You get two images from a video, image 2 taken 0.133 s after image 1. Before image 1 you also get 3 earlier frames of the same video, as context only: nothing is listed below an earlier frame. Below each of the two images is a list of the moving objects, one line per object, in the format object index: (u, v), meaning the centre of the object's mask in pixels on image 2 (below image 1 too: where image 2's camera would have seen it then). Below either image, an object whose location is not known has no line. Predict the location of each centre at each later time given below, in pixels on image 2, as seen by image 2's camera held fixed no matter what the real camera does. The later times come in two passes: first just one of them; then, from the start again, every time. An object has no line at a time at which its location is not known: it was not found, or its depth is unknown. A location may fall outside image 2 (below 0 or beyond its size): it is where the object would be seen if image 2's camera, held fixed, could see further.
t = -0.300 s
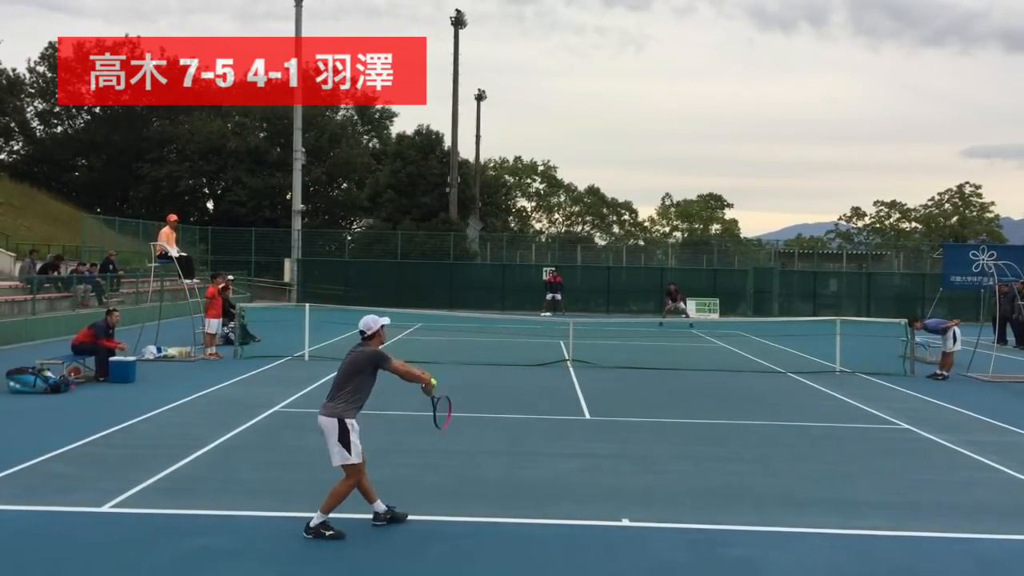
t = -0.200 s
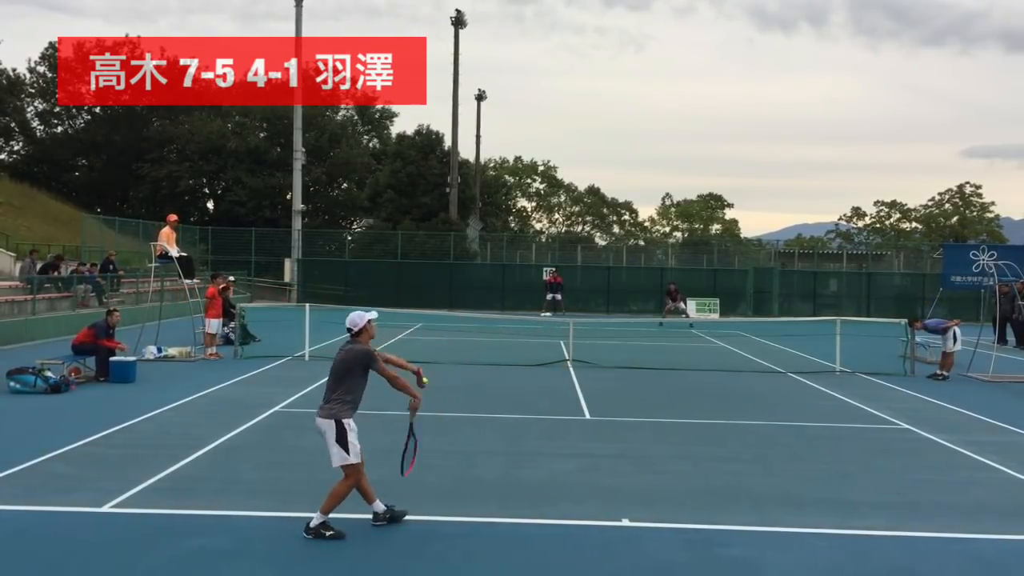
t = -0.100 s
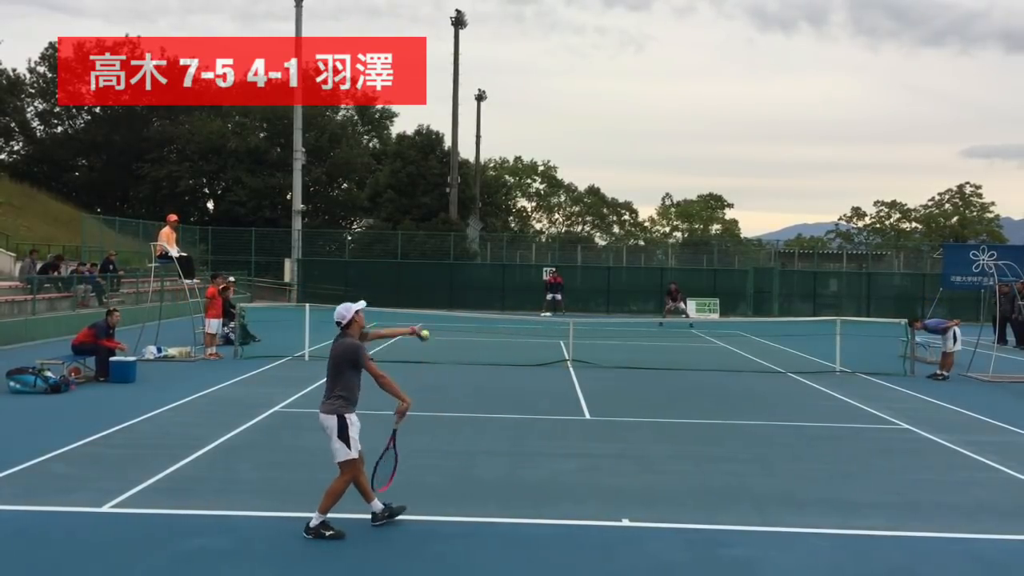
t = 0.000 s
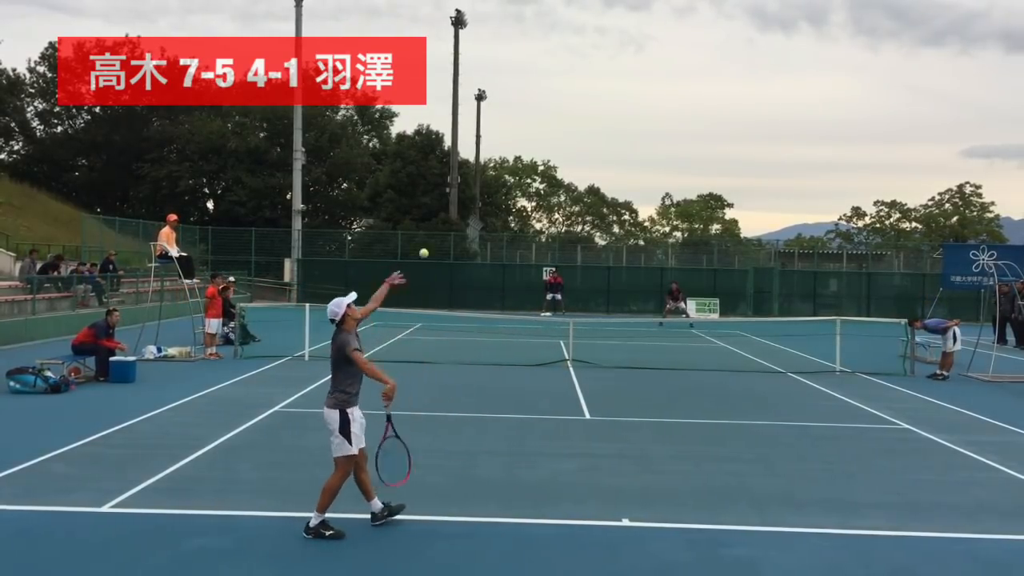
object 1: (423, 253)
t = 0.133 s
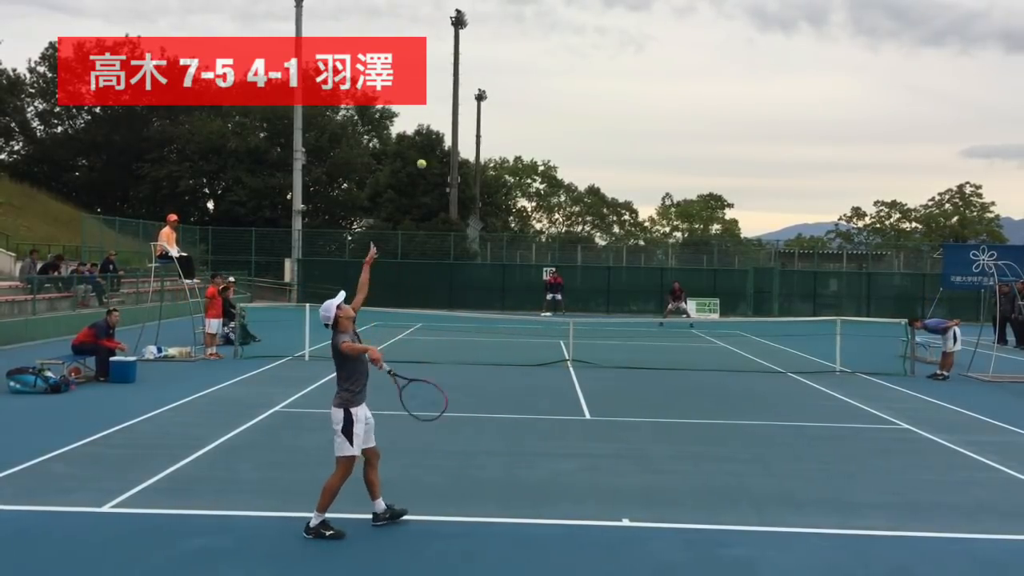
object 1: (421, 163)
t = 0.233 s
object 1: (419, 111)
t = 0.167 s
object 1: (420, 144)
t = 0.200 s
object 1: (420, 127)
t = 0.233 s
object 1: (419, 111)
